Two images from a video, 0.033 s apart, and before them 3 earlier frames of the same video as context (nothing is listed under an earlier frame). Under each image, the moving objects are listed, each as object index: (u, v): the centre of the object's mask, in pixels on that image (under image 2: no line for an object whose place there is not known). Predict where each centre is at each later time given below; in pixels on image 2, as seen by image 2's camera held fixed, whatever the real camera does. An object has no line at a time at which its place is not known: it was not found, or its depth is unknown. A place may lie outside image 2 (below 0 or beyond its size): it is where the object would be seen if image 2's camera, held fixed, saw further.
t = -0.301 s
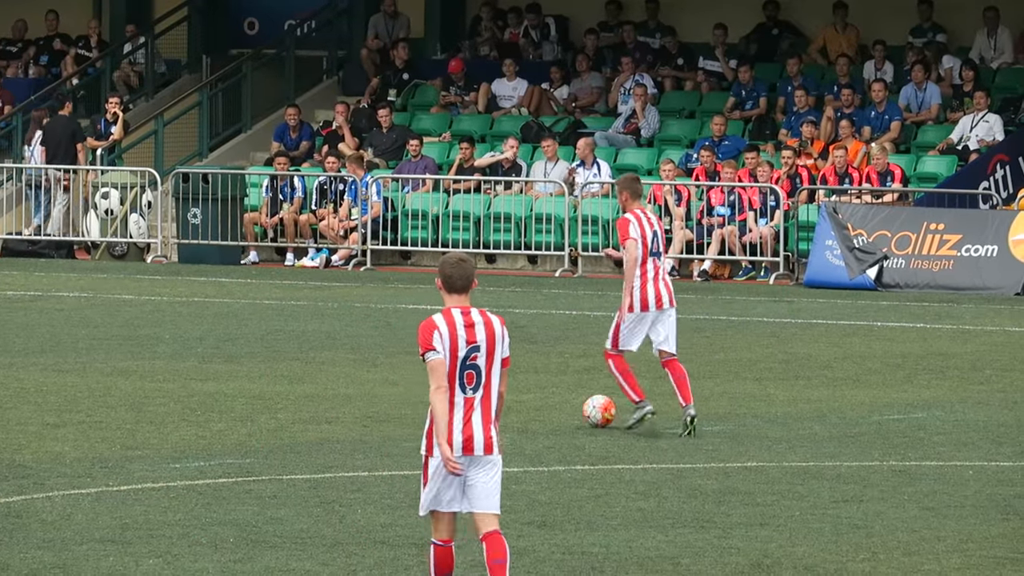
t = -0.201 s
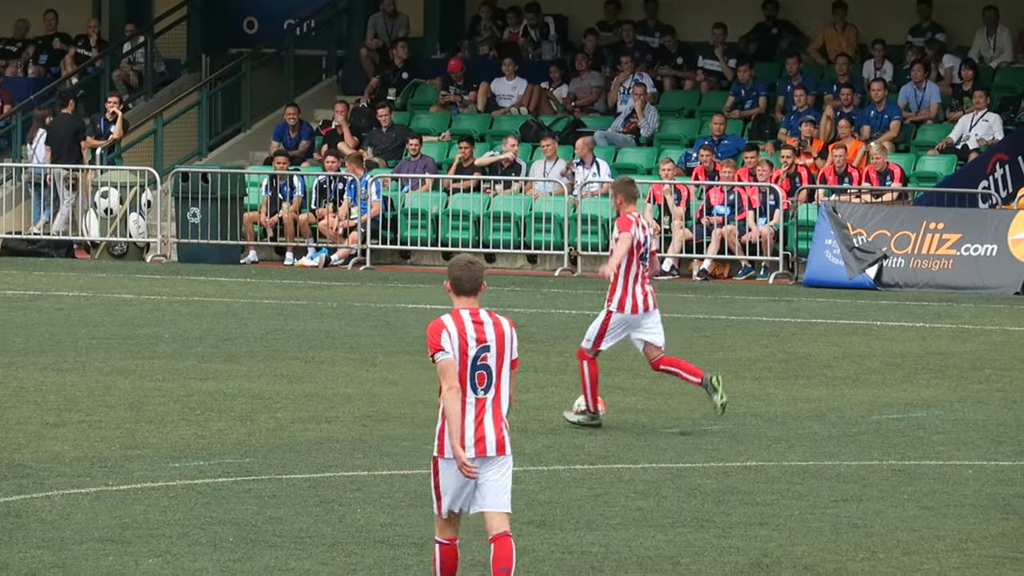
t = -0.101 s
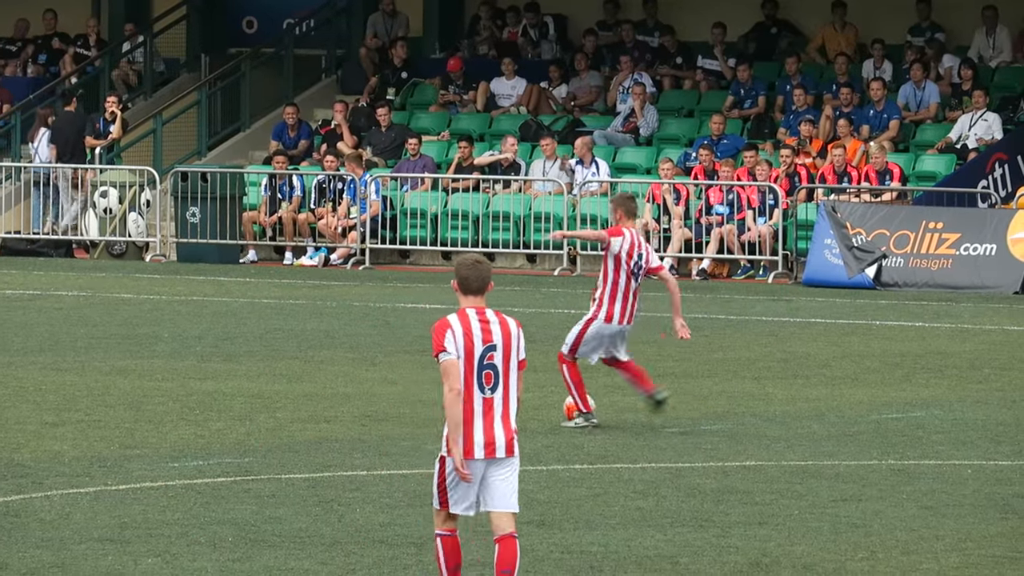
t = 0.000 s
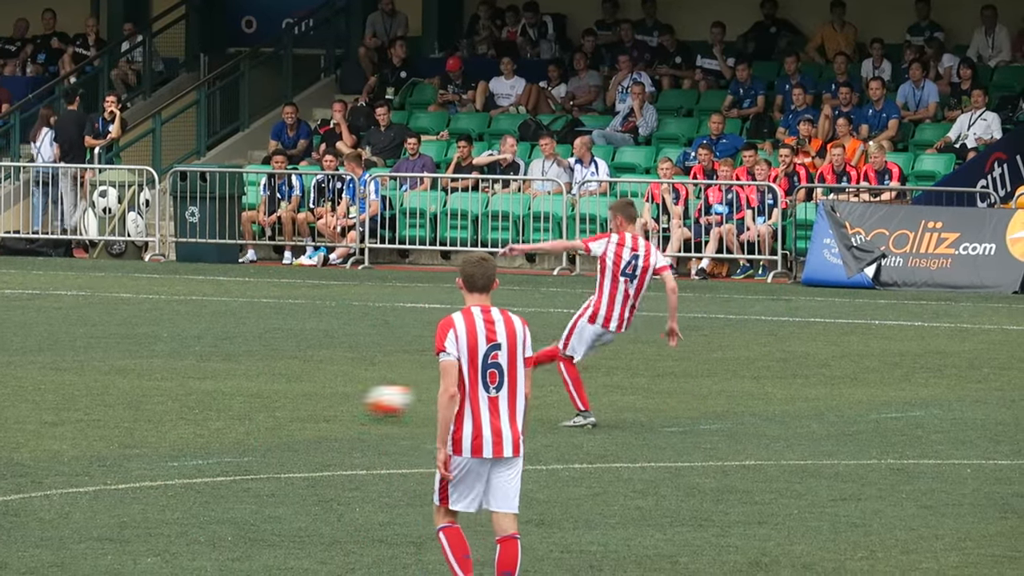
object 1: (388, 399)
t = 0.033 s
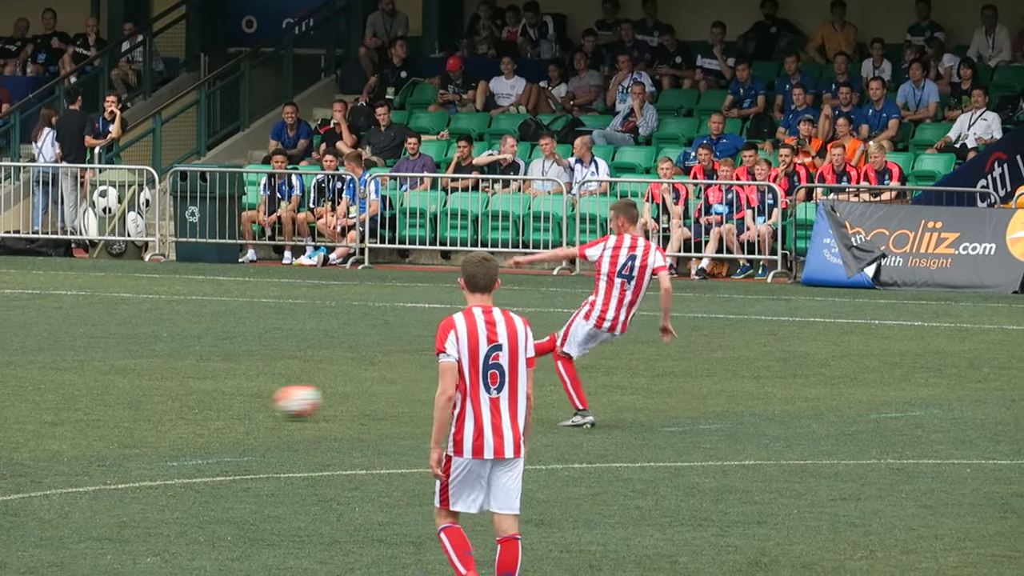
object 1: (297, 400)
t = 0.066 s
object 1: (205, 402)
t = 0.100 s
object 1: (120, 400)
